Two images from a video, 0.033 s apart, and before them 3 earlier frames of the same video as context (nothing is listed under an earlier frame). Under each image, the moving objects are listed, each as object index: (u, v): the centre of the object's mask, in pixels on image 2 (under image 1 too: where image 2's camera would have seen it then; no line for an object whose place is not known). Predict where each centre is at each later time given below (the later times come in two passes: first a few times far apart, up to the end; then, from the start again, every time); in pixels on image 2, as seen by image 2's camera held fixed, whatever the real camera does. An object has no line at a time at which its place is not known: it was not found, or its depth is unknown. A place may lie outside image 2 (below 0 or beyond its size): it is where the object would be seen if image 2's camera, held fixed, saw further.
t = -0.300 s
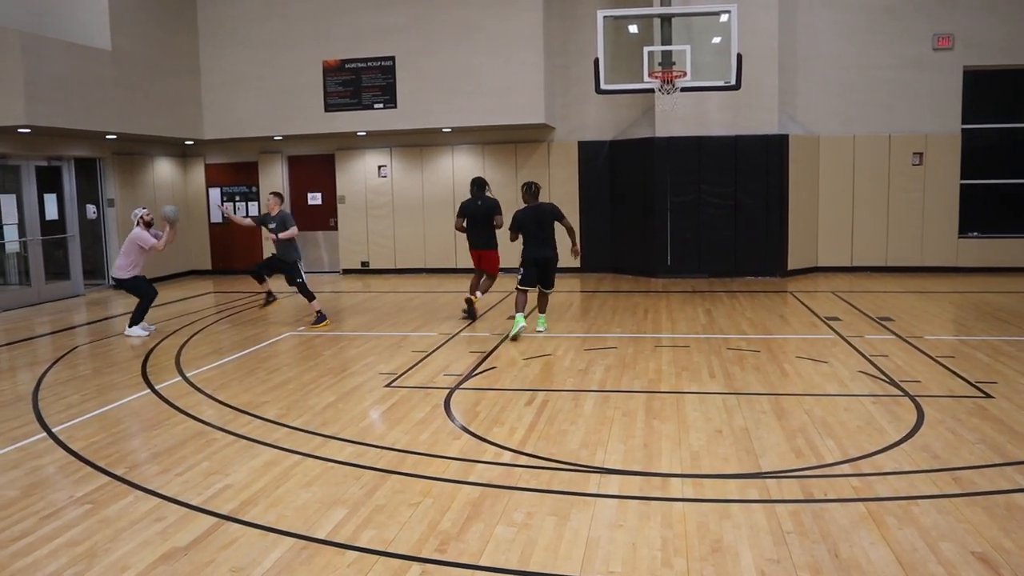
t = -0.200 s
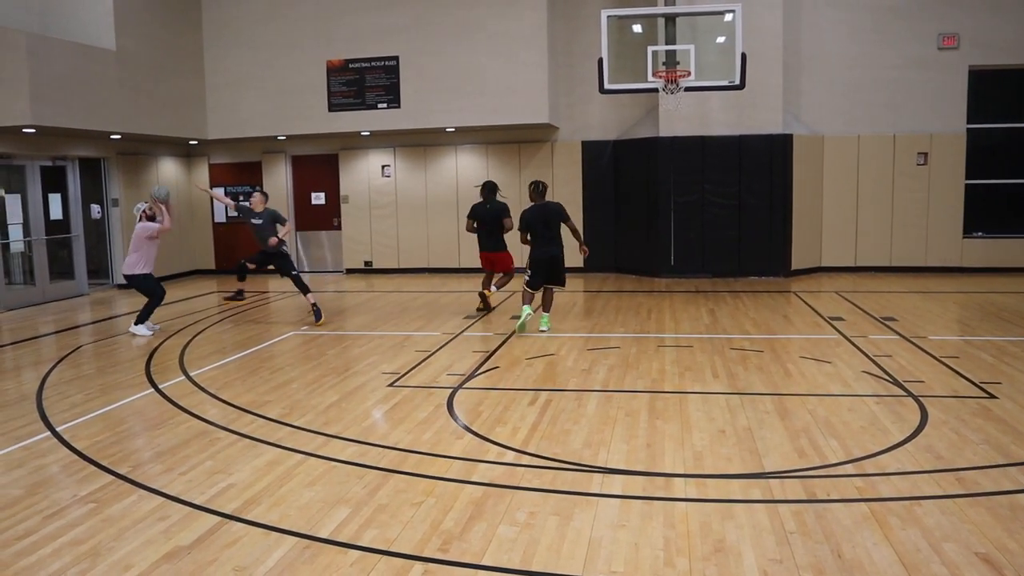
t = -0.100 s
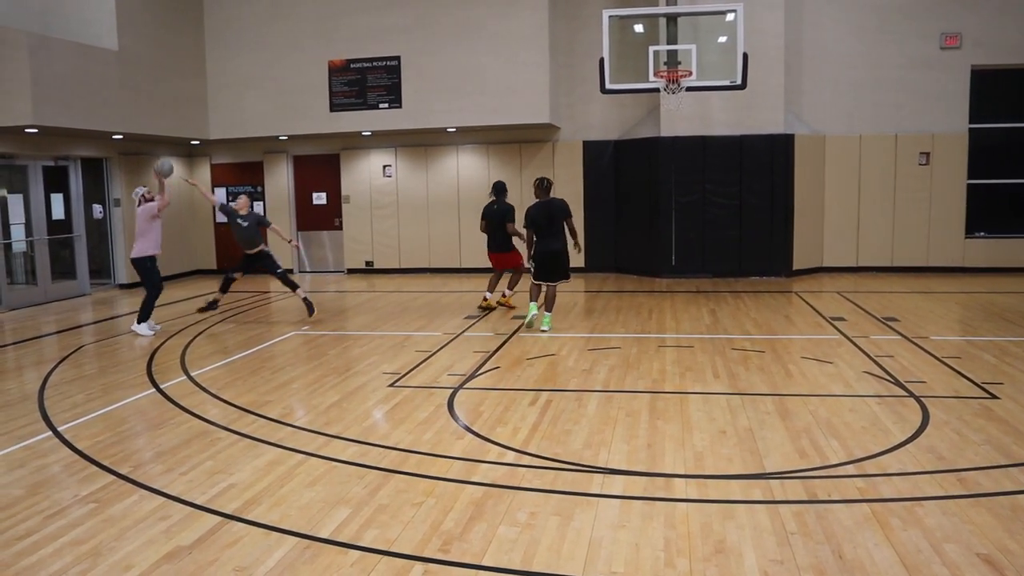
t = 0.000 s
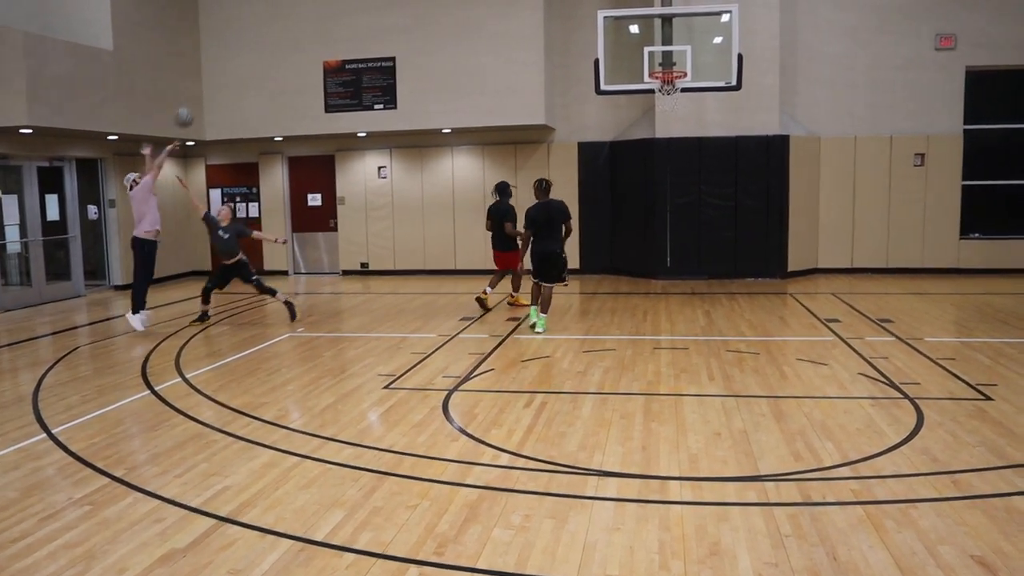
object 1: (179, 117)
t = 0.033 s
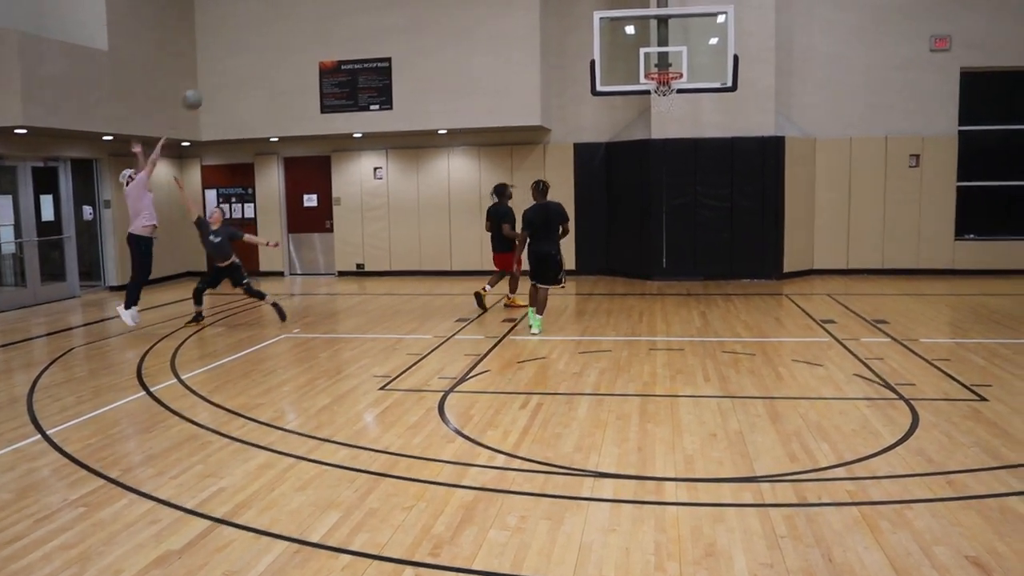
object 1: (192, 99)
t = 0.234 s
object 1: (267, 12)
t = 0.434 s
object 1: (344, -44)
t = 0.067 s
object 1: (204, 82)
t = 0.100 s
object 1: (216, 66)
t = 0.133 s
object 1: (229, 52)
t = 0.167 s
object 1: (241, 38)
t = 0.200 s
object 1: (254, 25)
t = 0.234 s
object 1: (267, 12)
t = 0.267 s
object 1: (279, 1)
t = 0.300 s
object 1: (292, -9)
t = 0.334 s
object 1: (305, -20)
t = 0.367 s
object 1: (318, -29)
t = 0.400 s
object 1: (331, -36)
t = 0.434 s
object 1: (344, -44)
